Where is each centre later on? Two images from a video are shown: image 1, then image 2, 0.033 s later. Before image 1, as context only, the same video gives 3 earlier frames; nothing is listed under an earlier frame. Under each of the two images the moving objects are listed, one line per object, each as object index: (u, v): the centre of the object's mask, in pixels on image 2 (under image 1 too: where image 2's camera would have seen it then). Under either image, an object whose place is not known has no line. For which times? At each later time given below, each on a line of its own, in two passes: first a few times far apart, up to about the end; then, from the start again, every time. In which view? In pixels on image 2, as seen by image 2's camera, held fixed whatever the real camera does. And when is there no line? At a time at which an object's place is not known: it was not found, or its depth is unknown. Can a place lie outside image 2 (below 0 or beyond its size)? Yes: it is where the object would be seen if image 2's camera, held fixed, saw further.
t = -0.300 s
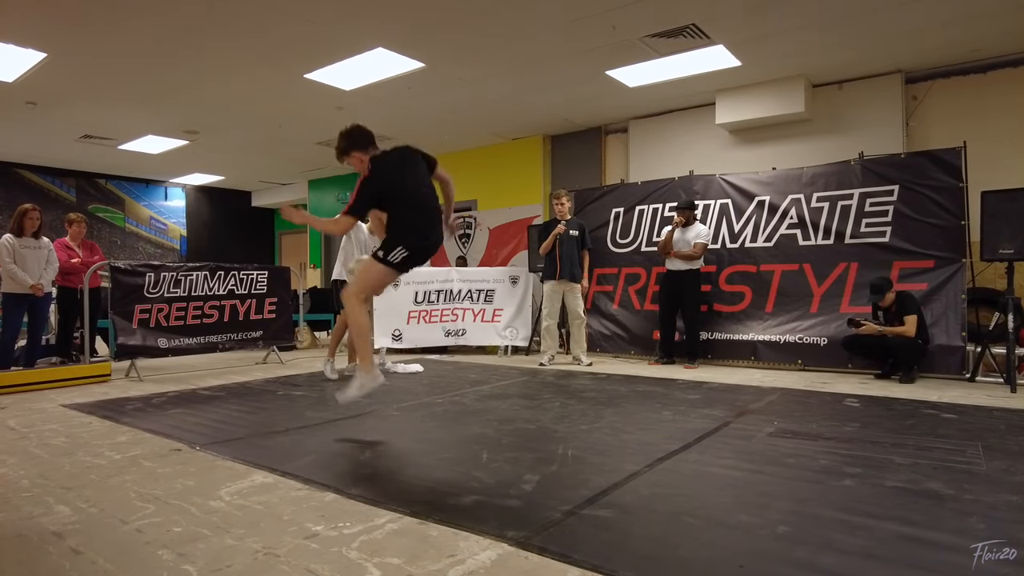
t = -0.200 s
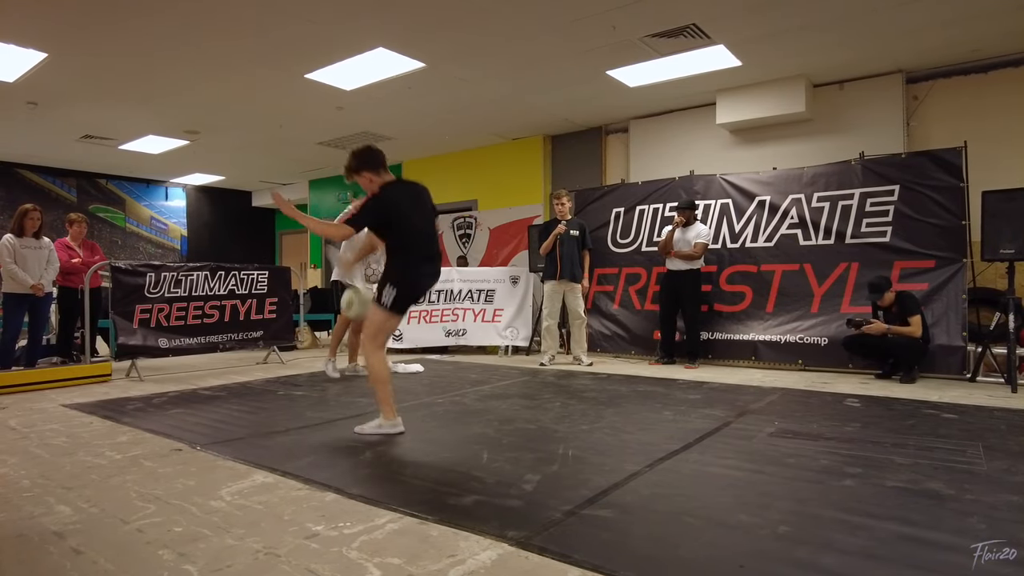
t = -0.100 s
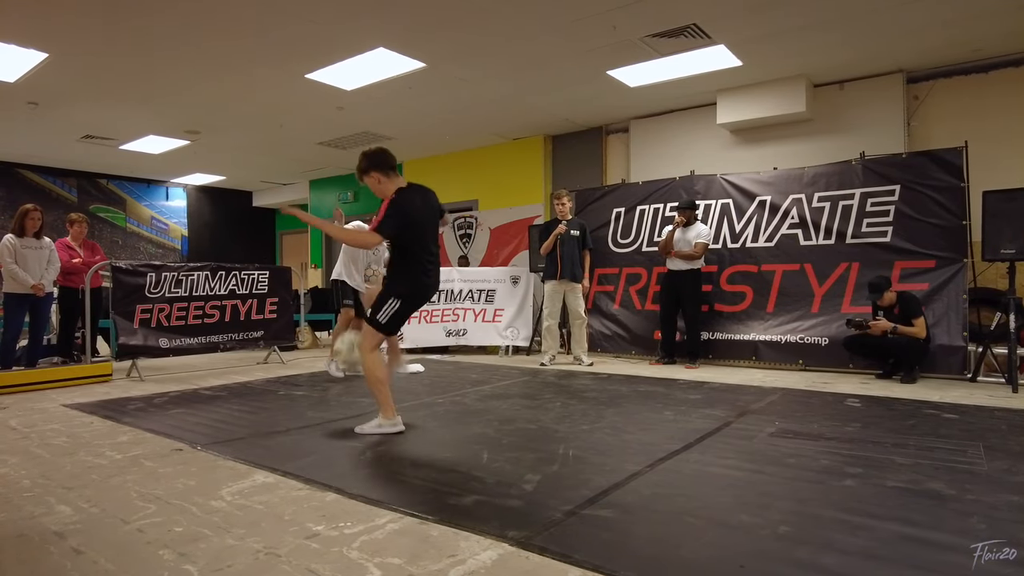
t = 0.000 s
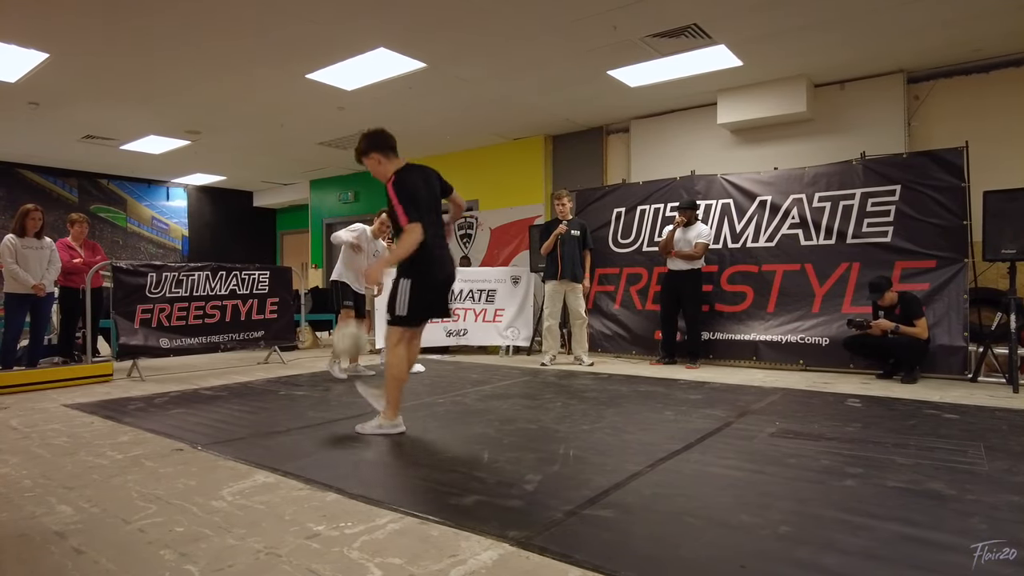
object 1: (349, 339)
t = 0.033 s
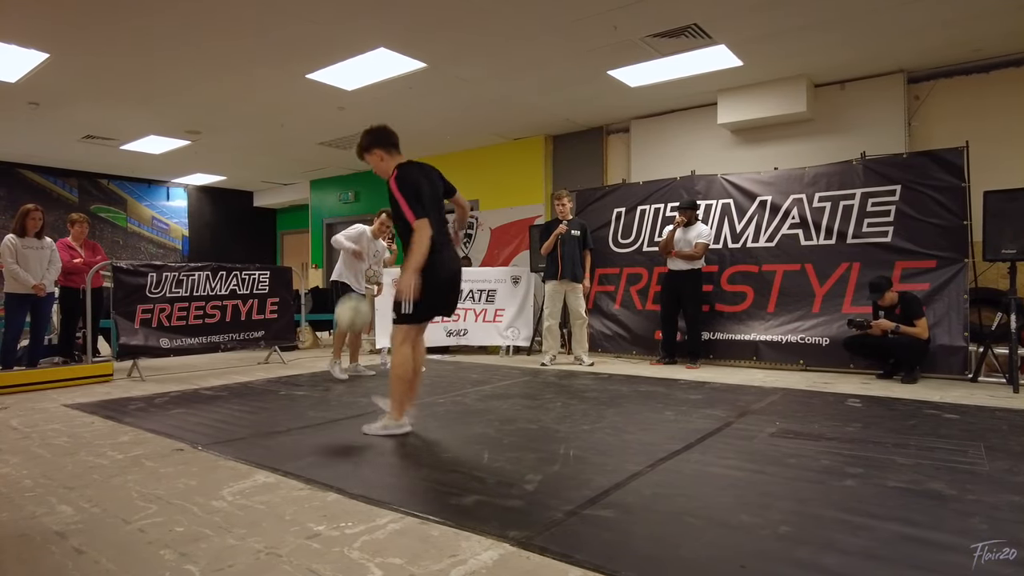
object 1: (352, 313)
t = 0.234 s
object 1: (370, 187)
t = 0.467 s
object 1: (393, 111)
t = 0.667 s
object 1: (416, 118)
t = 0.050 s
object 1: (354, 302)
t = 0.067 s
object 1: (354, 290)
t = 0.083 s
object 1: (355, 278)
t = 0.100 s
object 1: (359, 265)
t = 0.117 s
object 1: (360, 254)
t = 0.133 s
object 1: (361, 245)
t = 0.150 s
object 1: (362, 233)
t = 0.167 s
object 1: (365, 222)
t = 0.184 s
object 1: (366, 213)
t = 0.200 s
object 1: (367, 204)
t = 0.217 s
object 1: (369, 196)
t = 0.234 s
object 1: (370, 187)
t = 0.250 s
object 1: (372, 179)
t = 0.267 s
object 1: (373, 171)
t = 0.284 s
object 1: (375, 165)
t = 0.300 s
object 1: (377, 157)
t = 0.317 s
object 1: (379, 151)
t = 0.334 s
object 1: (380, 144)
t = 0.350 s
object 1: (381, 138)
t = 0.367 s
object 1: (383, 133)
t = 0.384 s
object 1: (384, 129)
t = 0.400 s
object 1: (386, 125)
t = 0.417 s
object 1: (388, 121)
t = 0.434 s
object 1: (390, 117)
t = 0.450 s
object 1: (390, 114)
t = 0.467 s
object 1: (393, 111)
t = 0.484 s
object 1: (395, 109)
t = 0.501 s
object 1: (397, 107)
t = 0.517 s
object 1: (399, 106)
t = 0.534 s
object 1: (401, 105)
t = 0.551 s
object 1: (403, 105)
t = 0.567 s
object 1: (404, 105)
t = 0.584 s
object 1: (407, 106)
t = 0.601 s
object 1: (408, 108)
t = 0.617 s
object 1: (410, 110)
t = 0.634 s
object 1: (412, 112)
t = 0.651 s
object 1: (414, 114)
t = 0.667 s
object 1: (416, 118)
